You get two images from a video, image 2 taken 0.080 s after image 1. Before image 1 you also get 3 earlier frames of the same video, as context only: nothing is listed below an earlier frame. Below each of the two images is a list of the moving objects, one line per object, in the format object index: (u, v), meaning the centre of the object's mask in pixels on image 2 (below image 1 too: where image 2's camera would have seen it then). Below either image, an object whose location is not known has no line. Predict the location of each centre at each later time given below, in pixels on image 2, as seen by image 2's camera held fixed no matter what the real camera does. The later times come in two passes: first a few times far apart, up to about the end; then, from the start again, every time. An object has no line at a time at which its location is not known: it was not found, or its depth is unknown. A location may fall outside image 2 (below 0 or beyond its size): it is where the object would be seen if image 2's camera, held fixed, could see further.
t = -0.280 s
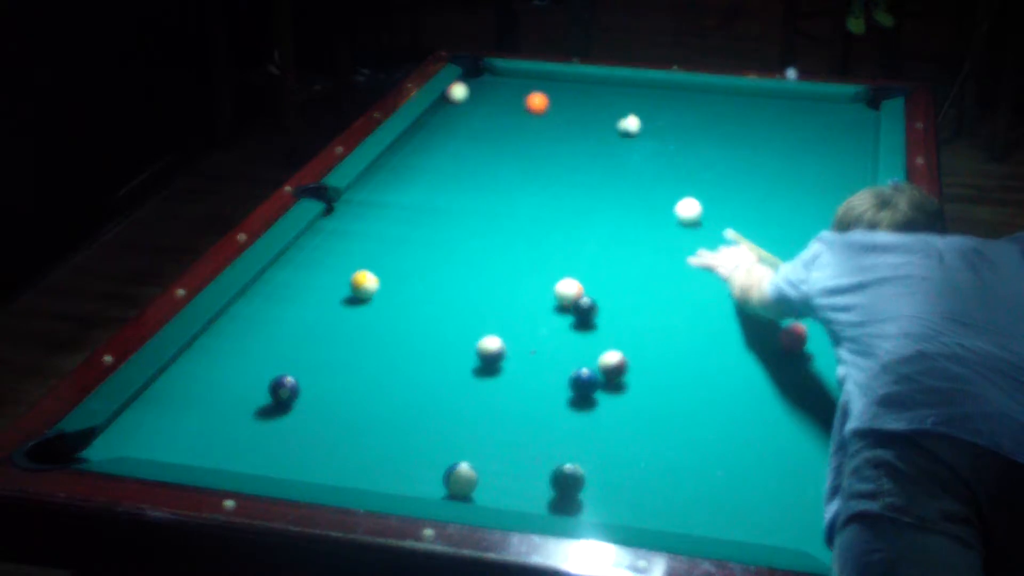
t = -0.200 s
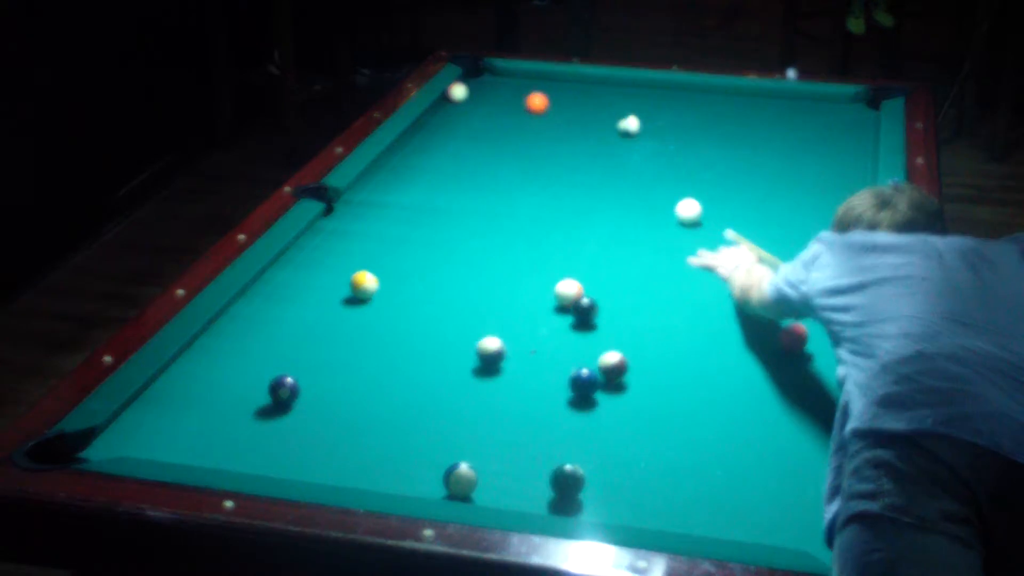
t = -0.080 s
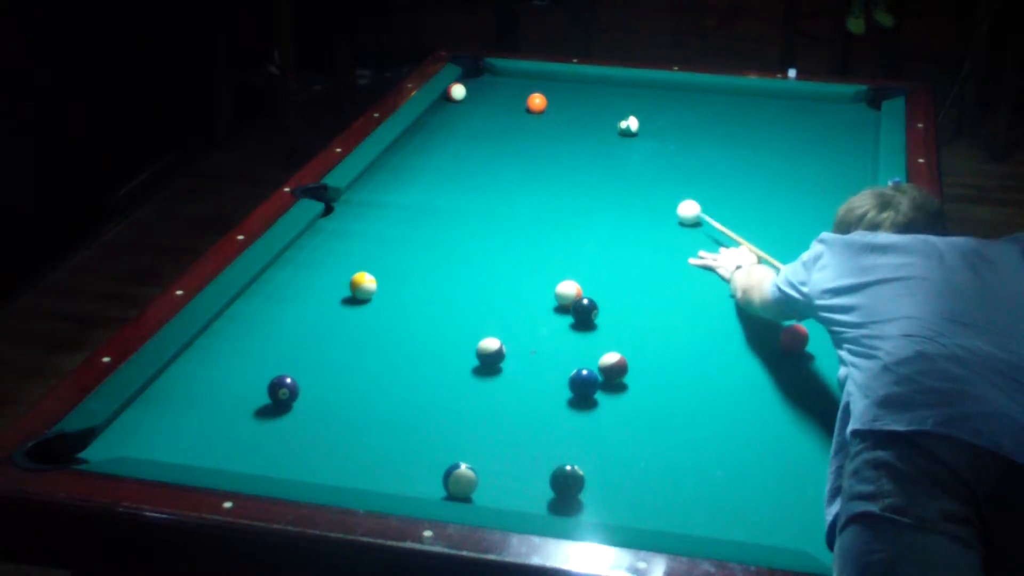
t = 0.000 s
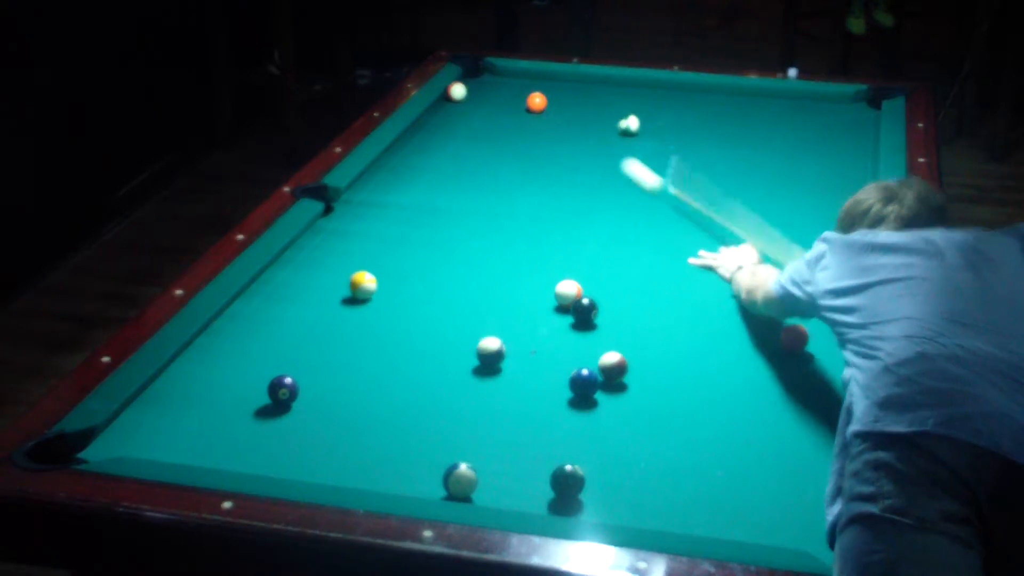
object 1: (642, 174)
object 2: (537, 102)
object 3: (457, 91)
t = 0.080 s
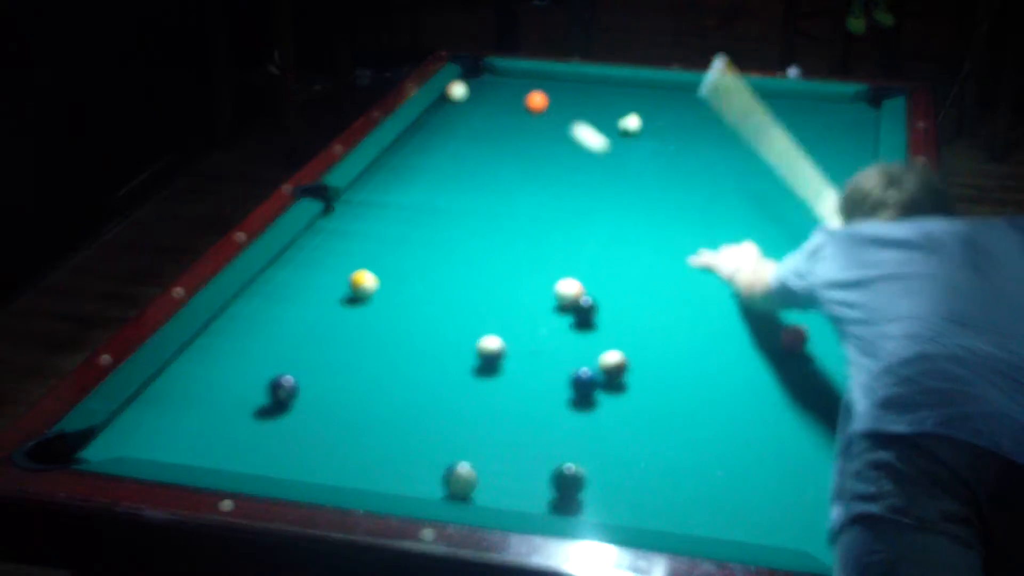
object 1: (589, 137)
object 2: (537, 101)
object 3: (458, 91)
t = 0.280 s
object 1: (544, 104)
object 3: (458, 91)
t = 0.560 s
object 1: (523, 87)
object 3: (457, 91)
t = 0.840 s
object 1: (493, 74)
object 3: (457, 91)
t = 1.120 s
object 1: (469, 83)
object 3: (456, 92)
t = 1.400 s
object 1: (460, 88)
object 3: (448, 98)
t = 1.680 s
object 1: (461, 92)
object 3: (442, 104)
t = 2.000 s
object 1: (463, 96)
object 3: (436, 111)
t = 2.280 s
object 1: (465, 98)
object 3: (431, 117)
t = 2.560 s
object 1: (466, 100)
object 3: (426, 121)
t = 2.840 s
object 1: (467, 101)
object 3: (422, 126)
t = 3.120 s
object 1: (467, 102)
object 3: (420, 130)
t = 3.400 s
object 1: (467, 102)
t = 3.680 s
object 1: (467, 102)
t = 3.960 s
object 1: (467, 102)
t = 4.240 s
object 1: (467, 102)
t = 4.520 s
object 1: (467, 102)
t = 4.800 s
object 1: (467, 102)
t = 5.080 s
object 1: (467, 102)
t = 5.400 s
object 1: (467, 102)
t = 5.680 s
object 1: (467, 102)
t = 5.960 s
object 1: (467, 102)
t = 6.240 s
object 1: (467, 102)
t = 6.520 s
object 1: (467, 102)
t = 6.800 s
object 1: (468, 102)
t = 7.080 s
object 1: (468, 102)
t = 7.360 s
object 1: (467, 102)
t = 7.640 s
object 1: (467, 102)
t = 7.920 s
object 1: (467, 102)
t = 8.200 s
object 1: (467, 102)
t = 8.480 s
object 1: (468, 101)
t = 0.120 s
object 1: (567, 121)
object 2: (537, 101)
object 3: (458, 91)
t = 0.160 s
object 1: (548, 108)
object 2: (531, 97)
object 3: (458, 91)
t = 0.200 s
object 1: (545, 105)
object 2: (518, 88)
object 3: (458, 91)
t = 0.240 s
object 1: (544, 105)
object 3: (458, 91)
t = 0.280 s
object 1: (544, 104)
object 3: (458, 91)
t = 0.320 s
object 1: (542, 103)
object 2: (466, 64)
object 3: (458, 91)
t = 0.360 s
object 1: (540, 101)
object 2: (464, 75)
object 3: (458, 91)
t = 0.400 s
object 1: (538, 98)
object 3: (457, 91)
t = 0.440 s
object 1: (535, 96)
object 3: (457, 91)
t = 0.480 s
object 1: (531, 93)
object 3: (457, 91)
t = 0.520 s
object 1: (527, 90)
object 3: (457, 91)
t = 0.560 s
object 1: (523, 87)
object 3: (457, 91)
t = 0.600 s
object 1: (519, 83)
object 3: (457, 91)
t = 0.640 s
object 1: (514, 80)
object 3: (457, 91)
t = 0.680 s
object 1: (509, 76)
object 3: (457, 92)
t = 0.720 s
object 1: (505, 73)
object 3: (457, 92)
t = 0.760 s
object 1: (501, 71)
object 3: (457, 92)
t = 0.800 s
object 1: (497, 72)
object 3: (457, 91)
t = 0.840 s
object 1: (493, 74)
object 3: (457, 91)
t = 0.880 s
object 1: (490, 75)
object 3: (457, 91)
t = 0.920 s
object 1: (486, 77)
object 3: (457, 91)
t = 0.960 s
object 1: (483, 78)
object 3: (457, 91)
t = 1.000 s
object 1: (479, 80)
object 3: (457, 91)
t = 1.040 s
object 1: (475, 81)
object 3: (457, 91)
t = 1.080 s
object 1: (472, 82)
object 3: (457, 92)
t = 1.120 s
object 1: (469, 83)
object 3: (456, 92)
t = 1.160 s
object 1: (467, 84)
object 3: (456, 92)
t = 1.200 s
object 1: (464, 84)
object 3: (456, 92)
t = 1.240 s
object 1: (462, 84)
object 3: (454, 94)
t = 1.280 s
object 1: (460, 84)
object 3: (453, 95)
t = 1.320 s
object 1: (460, 85)
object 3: (451, 96)
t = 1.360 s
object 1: (460, 87)
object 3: (450, 97)
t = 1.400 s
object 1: (460, 88)
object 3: (448, 98)
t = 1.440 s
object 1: (460, 88)
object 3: (447, 99)
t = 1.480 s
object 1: (460, 89)
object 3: (445, 99)
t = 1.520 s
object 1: (460, 90)
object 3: (444, 101)
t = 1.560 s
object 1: (460, 91)
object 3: (444, 102)
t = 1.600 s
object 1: (461, 91)
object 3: (443, 103)
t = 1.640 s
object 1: (461, 92)
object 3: (443, 103)
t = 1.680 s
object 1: (461, 92)
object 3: (442, 104)
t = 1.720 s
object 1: (461, 93)
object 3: (441, 105)
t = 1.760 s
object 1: (462, 93)
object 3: (441, 106)
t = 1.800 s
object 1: (462, 94)
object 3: (440, 107)
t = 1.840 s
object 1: (462, 94)
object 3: (440, 107)
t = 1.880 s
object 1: (463, 94)
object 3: (439, 108)
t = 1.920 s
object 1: (463, 95)
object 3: (438, 109)
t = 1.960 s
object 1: (463, 95)
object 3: (437, 110)
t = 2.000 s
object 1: (463, 96)
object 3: (436, 111)
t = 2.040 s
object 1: (464, 96)
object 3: (436, 112)
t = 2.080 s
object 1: (464, 97)
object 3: (435, 113)
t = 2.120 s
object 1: (464, 97)
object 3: (434, 113)
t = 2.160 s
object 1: (464, 97)
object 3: (433, 114)
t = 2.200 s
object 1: (464, 97)
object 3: (433, 115)
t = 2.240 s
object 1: (465, 98)
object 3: (432, 116)
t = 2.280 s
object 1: (465, 98)
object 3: (431, 117)
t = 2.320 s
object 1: (465, 98)
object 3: (430, 117)
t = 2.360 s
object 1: (465, 99)
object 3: (430, 118)
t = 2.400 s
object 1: (465, 99)
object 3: (429, 119)
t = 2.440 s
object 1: (466, 99)
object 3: (428, 120)
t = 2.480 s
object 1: (466, 100)
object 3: (427, 120)
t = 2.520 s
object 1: (466, 100)
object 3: (427, 121)
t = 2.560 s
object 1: (466, 100)
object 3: (426, 121)
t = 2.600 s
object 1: (466, 100)
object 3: (426, 122)
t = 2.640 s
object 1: (466, 100)
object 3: (425, 123)
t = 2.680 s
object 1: (466, 101)
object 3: (424, 124)
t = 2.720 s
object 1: (467, 101)
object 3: (424, 124)
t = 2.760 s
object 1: (467, 101)
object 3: (423, 125)
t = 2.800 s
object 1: (467, 101)
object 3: (423, 125)
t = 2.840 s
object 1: (467, 101)
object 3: (422, 126)
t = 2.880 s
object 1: (467, 101)
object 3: (422, 127)
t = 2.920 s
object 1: (467, 102)
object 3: (422, 127)
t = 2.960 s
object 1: (468, 101)
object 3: (421, 127)
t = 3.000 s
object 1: (468, 101)
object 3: (421, 128)
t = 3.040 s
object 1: (468, 102)
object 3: (420, 129)
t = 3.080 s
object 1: (468, 102)
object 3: (420, 129)
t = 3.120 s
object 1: (467, 102)
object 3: (420, 130)
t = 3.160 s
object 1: (468, 102)
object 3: (420, 130)
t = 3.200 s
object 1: (467, 102)
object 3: (419, 131)
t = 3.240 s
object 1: (468, 102)
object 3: (419, 131)
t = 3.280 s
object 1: (467, 102)
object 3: (419, 131)
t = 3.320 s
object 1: (467, 102)
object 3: (418, 132)
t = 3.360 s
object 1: (467, 102)
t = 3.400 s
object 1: (467, 102)
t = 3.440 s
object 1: (467, 102)
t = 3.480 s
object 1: (467, 102)
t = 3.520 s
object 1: (467, 102)
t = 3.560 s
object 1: (467, 102)
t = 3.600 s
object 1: (467, 102)
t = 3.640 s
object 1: (467, 102)
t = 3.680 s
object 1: (467, 102)
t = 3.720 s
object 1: (467, 102)
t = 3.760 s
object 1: (467, 102)
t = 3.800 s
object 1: (467, 102)
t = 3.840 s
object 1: (467, 102)
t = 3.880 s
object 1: (467, 102)
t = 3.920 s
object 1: (467, 102)
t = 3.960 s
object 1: (467, 102)
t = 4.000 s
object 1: (467, 102)
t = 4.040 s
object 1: (467, 102)
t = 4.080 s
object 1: (467, 102)
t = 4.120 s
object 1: (467, 102)
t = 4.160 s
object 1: (467, 102)
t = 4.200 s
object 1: (467, 102)
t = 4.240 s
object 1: (467, 102)
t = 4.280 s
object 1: (467, 102)
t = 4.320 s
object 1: (467, 102)
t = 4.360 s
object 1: (467, 102)
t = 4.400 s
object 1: (467, 102)
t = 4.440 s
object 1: (467, 102)
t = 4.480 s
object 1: (467, 102)
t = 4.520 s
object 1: (467, 102)
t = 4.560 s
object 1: (467, 102)
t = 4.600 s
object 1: (467, 102)
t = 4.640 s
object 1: (467, 102)
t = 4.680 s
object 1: (467, 102)
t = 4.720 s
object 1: (467, 102)
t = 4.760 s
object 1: (467, 102)
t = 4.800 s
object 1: (467, 102)
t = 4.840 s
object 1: (467, 102)
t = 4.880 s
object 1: (467, 102)
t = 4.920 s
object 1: (467, 102)
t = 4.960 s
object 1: (467, 102)
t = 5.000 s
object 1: (467, 102)
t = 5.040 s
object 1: (467, 102)
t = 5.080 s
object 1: (467, 102)
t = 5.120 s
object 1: (467, 102)
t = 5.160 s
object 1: (467, 102)
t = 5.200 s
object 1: (467, 102)
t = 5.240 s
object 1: (467, 102)
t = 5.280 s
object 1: (467, 102)
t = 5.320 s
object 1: (467, 102)
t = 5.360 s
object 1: (467, 102)
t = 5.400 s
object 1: (467, 102)
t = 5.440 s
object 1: (467, 102)
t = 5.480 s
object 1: (467, 102)
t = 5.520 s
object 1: (467, 102)
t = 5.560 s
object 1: (467, 102)
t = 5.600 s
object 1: (467, 102)
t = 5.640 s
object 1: (467, 102)
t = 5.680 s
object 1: (467, 102)
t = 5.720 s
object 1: (467, 102)
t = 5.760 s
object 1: (467, 102)
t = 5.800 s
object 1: (467, 102)
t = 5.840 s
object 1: (467, 102)
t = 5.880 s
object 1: (467, 102)
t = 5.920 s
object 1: (467, 102)
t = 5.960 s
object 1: (467, 102)
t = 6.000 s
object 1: (467, 102)
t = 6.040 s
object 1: (467, 102)
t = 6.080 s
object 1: (467, 102)
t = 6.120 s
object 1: (467, 102)
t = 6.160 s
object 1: (468, 102)
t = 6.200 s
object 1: (468, 102)
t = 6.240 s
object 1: (467, 102)
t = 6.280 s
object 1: (467, 102)
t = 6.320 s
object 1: (467, 102)
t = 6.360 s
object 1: (467, 102)
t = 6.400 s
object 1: (467, 102)
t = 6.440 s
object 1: (467, 102)
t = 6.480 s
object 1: (468, 102)
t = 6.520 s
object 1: (467, 102)
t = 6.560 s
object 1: (467, 102)
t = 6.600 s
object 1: (468, 102)
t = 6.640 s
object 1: (467, 102)
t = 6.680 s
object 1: (468, 102)
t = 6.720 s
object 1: (468, 102)
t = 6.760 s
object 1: (467, 102)
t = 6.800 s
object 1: (468, 102)
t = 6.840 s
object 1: (468, 102)
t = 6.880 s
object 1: (467, 102)
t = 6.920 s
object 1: (468, 102)
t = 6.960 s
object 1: (468, 102)
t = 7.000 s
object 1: (468, 102)
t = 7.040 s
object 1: (467, 102)
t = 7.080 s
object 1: (468, 102)
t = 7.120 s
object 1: (467, 102)
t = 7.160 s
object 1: (468, 102)
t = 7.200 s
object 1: (467, 102)
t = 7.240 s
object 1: (467, 102)
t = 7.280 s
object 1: (468, 102)
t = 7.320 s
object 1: (467, 102)
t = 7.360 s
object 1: (467, 102)
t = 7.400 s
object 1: (468, 102)
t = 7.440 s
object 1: (468, 102)
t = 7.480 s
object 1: (467, 102)
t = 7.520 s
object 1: (467, 102)
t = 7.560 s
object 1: (467, 102)
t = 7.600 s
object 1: (468, 102)
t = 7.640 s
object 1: (467, 102)
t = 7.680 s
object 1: (467, 102)
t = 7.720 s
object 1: (467, 102)
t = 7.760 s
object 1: (467, 102)
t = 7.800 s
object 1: (467, 102)
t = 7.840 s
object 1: (467, 102)
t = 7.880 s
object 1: (467, 102)
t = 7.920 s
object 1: (467, 102)
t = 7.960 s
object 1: (467, 102)
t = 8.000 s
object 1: (467, 102)
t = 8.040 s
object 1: (467, 102)
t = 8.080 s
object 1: (467, 102)
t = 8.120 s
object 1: (467, 102)
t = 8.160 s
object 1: (467, 102)
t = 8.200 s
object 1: (467, 102)
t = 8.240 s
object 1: (467, 102)
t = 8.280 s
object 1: (467, 102)
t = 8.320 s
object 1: (467, 102)
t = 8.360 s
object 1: (467, 102)
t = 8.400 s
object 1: (467, 102)
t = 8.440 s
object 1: (467, 102)
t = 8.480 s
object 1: (468, 101)
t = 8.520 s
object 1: (467, 102)
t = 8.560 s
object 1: (467, 102)
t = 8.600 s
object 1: (467, 102)
